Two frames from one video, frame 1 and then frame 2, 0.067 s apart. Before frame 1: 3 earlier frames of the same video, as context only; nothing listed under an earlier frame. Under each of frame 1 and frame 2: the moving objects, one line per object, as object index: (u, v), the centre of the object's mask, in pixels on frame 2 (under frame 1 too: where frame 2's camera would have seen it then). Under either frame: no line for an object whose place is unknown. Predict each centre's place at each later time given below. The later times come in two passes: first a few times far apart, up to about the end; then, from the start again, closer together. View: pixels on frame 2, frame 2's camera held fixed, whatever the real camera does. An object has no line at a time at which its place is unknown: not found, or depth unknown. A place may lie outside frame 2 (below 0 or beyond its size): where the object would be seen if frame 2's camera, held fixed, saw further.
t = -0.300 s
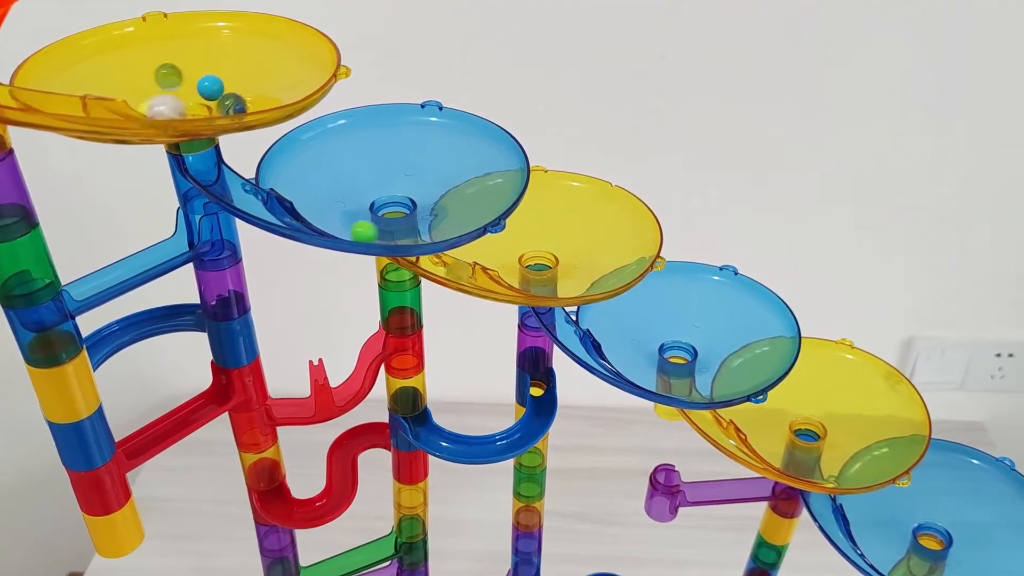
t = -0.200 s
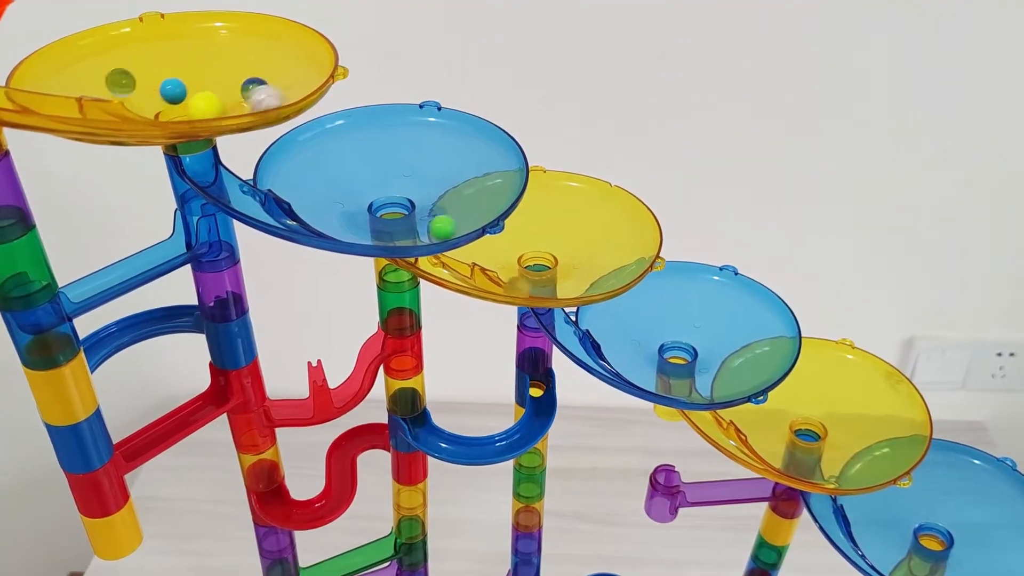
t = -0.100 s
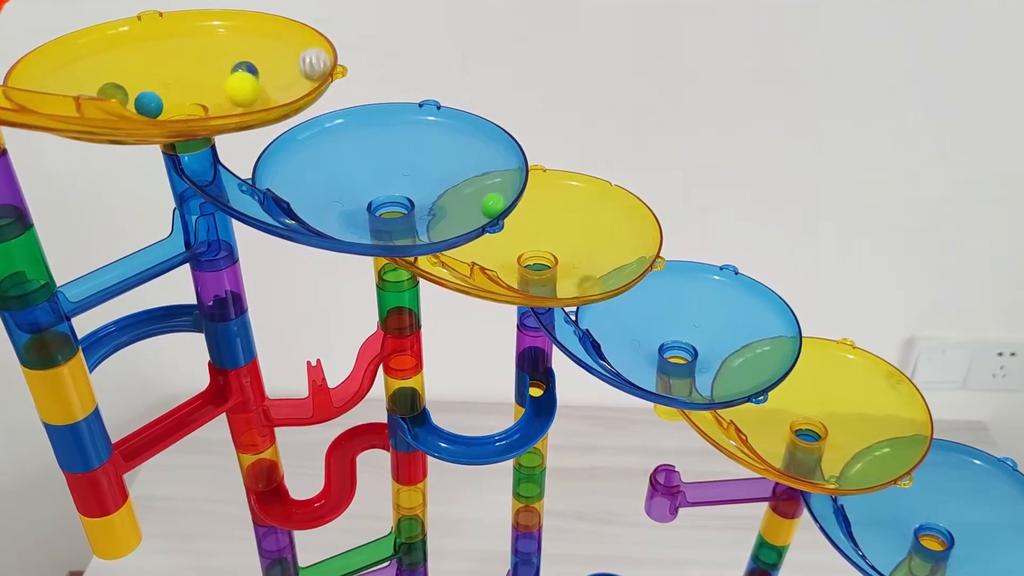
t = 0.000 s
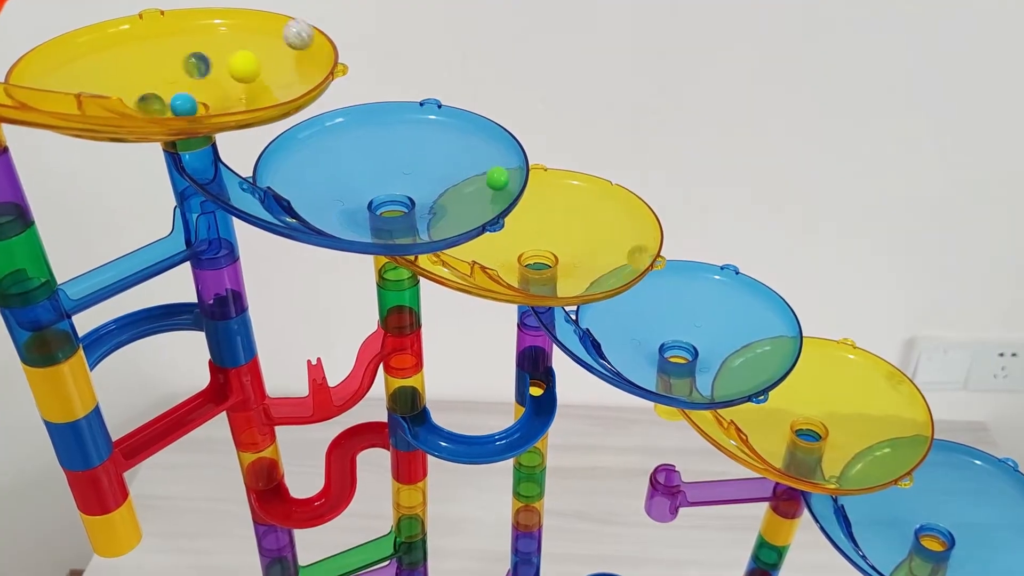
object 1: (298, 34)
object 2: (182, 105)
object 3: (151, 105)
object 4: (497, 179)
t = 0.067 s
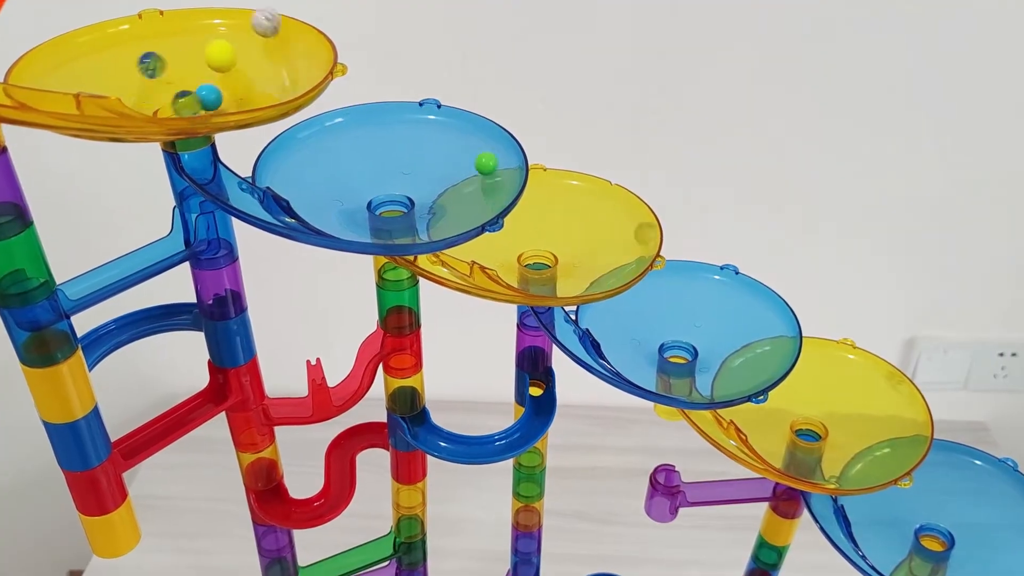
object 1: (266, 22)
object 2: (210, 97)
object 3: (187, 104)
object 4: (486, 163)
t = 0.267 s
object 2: (177, 79)
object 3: (204, 80)
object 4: (397, 151)
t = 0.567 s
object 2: (177, 106)
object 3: (198, 100)
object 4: (318, 220)
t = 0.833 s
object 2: (168, 89)
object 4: (442, 206)
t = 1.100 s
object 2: (195, 103)
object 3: (125, 101)
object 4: (424, 153)
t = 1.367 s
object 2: (152, 102)
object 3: (217, 99)
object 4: (346, 211)
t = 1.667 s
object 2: (174, 112)
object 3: (133, 77)
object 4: (424, 225)
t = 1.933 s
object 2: (298, 222)
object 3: (186, 105)
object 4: (422, 187)
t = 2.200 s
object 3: (204, 79)
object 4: (324, 188)
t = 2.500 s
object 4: (440, 195)
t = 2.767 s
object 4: (385, 188)
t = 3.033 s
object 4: (372, 219)
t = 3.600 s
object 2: (297, 182)
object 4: (344, 208)
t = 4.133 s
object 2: (463, 195)
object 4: (477, 179)
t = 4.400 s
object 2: (347, 190)
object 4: (360, 177)
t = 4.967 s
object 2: (435, 188)
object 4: (423, 173)
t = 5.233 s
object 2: (357, 180)
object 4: (355, 207)
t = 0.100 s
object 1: (248, 17)
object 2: (218, 89)
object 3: (202, 101)
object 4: (477, 157)
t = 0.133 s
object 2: (220, 80)
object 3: (213, 95)
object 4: (465, 152)
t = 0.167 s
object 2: (211, 75)
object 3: (219, 90)
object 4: (451, 149)
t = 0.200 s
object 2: (201, 76)
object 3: (219, 85)
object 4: (434, 148)
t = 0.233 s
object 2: (191, 77)
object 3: (214, 81)
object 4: (416, 148)
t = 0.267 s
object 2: (177, 79)
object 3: (204, 80)
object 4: (397, 151)
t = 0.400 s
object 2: (129, 96)
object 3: (153, 96)
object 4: (327, 182)
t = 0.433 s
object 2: (128, 94)
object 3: (154, 100)
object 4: (318, 190)
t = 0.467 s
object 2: (135, 100)
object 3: (164, 98)
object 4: (312, 199)
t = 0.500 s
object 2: (149, 106)
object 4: (310, 208)
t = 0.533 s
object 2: (162, 107)
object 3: (186, 103)
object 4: (313, 215)
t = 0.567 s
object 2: (177, 106)
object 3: (198, 100)
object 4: (318, 220)
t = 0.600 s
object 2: (193, 103)
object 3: (206, 95)
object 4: (327, 224)
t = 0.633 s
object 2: (207, 99)
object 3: (205, 87)
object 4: (342, 228)
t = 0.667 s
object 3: (194, 84)
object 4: (359, 229)
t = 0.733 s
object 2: (204, 89)
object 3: (173, 98)
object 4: (396, 225)
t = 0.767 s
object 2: (197, 87)
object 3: (169, 104)
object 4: (413, 220)
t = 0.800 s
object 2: (184, 87)
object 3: (187, 107)
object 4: (429, 214)
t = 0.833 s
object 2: (168, 89)
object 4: (442, 206)
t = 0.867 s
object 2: (155, 91)
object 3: (180, 108)
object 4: (452, 198)
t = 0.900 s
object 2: (146, 94)
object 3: (182, 113)
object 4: (459, 189)
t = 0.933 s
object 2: (142, 98)
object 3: (157, 79)
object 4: (461, 180)
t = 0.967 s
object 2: (145, 102)
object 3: (138, 84)
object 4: (460, 171)
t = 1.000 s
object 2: (154, 105)
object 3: (126, 93)
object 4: (455, 164)
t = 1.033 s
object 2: (167, 107)
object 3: (121, 95)
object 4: (448, 158)
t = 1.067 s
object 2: (182, 106)
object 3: (120, 98)
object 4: (437, 154)
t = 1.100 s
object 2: (195, 103)
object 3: (125, 101)
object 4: (424, 153)
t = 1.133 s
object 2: (204, 98)
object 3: (132, 105)
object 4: (410, 155)
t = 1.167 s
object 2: (208, 93)
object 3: (140, 107)
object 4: (395, 158)
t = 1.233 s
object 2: (198, 88)
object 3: (164, 109)
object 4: (363, 176)
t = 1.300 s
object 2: (172, 93)
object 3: (193, 106)
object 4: (345, 196)
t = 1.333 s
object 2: (158, 89)
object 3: (206, 103)
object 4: (344, 204)
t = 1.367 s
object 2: (152, 102)
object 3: (217, 99)
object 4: (346, 211)
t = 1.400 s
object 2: (162, 106)
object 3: (224, 91)
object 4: (350, 216)
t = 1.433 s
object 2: (171, 106)
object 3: (228, 84)
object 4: (358, 222)
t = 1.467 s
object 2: (182, 106)
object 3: (218, 73)
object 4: (370, 222)
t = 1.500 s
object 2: (191, 104)
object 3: (205, 73)
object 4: (375, 226)
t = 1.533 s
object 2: (198, 102)
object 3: (193, 70)
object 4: (386, 229)
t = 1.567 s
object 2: (199, 99)
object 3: (177, 69)
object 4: (396, 230)
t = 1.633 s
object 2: (183, 103)
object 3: (146, 72)
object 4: (416, 228)
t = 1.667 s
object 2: (174, 112)
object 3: (133, 77)
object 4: (424, 225)
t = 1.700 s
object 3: (124, 83)
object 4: (431, 222)
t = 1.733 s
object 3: (121, 88)
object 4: (437, 217)
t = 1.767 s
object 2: (205, 166)
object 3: (122, 93)
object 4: (441, 213)
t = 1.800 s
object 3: (128, 98)
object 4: (443, 208)
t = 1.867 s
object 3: (151, 105)
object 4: (439, 197)
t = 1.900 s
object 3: (167, 106)
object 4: (432, 192)
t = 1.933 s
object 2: (298, 222)
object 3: (186, 105)
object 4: (422, 187)
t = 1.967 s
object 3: (203, 102)
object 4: (406, 181)
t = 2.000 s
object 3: (217, 99)
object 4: (387, 176)
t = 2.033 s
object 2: (408, 235)
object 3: (227, 93)
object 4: (368, 173)
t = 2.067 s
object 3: (233, 88)
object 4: (352, 172)
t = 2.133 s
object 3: (228, 80)
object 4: (330, 177)
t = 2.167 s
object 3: (219, 79)
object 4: (325, 182)
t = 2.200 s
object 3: (204, 79)
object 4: (324, 188)
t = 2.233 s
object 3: (186, 81)
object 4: (327, 194)
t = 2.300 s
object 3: (152, 86)
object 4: (347, 206)
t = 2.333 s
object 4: (362, 209)
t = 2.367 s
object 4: (379, 211)
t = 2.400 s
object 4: (399, 210)
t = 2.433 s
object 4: (415, 207)
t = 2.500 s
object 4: (440, 195)
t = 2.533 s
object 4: (447, 188)
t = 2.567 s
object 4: (449, 183)
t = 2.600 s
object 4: (447, 179)
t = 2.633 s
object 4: (442, 176)
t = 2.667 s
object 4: (433, 175)
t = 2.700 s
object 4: (420, 177)
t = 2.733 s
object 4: (404, 181)
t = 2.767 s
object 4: (385, 188)
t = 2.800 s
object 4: (370, 194)
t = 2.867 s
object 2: (406, 227)
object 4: (355, 204)
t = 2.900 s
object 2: (437, 223)
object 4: (354, 208)
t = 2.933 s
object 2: (467, 217)
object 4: (355, 212)
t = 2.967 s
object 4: (359, 215)
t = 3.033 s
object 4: (372, 219)
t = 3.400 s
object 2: (368, 124)
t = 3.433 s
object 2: (351, 130)
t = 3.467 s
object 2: (336, 138)
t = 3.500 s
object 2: (323, 147)
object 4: (347, 186)
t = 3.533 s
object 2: (311, 158)
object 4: (342, 195)
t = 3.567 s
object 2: (302, 170)
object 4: (341, 202)
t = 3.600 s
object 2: (297, 182)
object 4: (344, 208)
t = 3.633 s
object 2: (295, 193)
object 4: (350, 214)
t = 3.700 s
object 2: (305, 212)
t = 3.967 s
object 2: (438, 222)
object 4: (466, 208)
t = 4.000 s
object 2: (447, 218)
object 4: (474, 202)
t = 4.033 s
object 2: (455, 213)
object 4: (479, 196)
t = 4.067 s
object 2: (460, 207)
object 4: (481, 190)
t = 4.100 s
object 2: (463, 201)
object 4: (480, 185)
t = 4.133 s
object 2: (463, 195)
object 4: (477, 179)
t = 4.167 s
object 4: (470, 173)
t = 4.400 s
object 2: (347, 190)
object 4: (360, 177)
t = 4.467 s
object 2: (325, 197)
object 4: (338, 186)
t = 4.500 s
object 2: (320, 202)
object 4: (334, 192)
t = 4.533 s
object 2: (317, 206)
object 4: (333, 198)
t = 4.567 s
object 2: (318, 211)
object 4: (336, 203)
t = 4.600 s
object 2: (321, 214)
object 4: (342, 208)
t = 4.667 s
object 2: (333, 220)
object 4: (364, 214)
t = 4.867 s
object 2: (408, 213)
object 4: (436, 194)
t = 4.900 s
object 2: (421, 208)
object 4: (438, 187)
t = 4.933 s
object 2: (430, 201)
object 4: (436, 180)
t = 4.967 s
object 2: (435, 188)
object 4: (423, 173)
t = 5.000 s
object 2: (434, 180)
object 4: (412, 173)
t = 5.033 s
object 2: (428, 173)
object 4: (398, 174)
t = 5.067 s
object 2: (418, 167)
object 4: (382, 178)
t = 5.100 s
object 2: (406, 164)
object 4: (368, 183)
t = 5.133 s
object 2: (393, 164)
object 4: (358, 190)
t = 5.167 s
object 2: (379, 167)
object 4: (352, 196)
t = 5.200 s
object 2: (367, 173)
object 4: (351, 202)
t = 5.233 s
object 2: (357, 180)
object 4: (355, 207)
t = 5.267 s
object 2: (351, 189)
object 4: (361, 211)
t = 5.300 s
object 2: (351, 198)
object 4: (369, 214)
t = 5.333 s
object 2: (355, 205)
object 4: (378, 216)
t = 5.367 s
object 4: (389, 216)
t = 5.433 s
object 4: (410, 212)
